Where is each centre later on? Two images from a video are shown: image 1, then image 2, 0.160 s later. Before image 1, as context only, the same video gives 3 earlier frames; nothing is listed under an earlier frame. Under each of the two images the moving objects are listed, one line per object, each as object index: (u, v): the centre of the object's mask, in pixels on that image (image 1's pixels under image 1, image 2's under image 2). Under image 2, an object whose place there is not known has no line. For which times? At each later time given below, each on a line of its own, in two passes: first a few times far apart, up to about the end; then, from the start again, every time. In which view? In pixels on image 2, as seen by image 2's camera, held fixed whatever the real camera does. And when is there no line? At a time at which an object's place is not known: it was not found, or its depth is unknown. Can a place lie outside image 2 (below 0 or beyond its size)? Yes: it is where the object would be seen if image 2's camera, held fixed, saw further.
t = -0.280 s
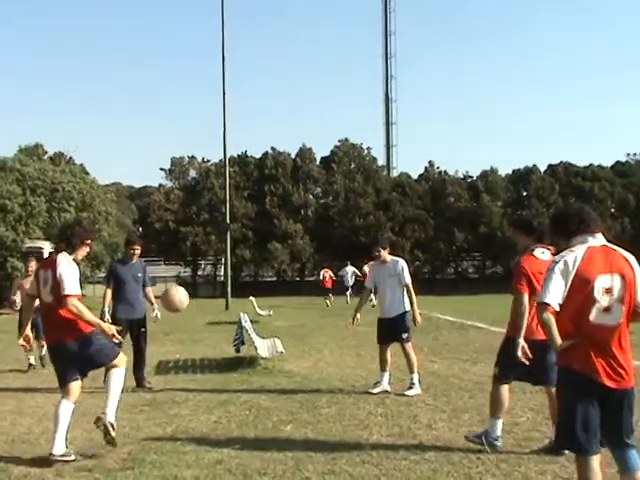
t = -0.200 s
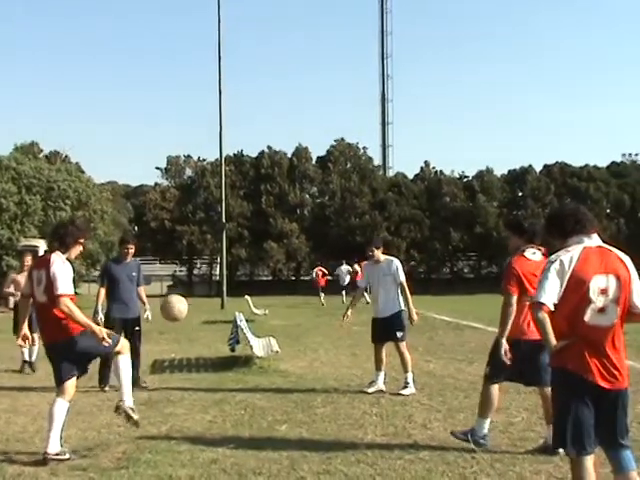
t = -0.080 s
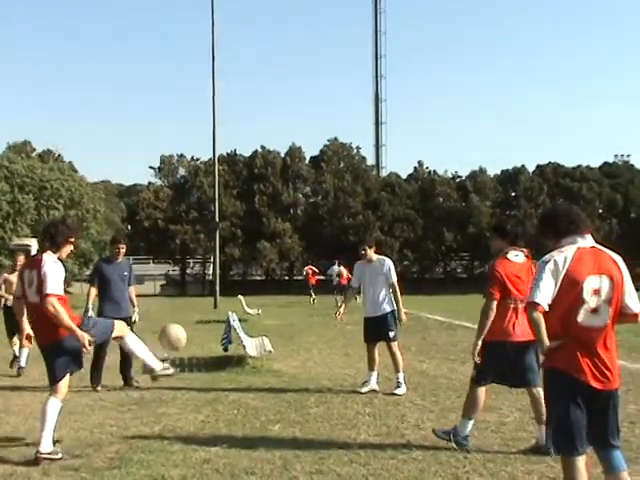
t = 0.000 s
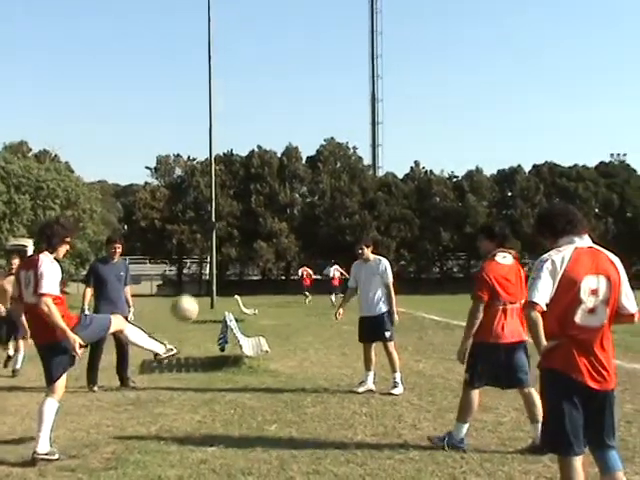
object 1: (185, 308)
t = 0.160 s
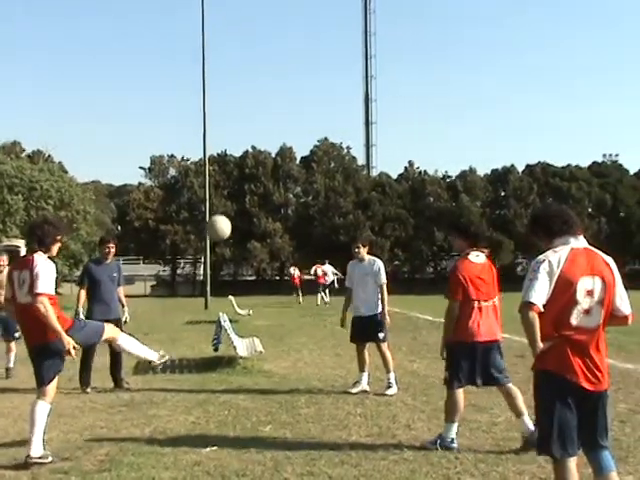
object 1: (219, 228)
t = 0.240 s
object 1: (236, 201)
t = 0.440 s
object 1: (281, 167)
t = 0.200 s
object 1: (226, 213)
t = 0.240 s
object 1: (236, 201)
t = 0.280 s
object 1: (245, 190)
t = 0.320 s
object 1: (254, 181)
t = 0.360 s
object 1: (263, 174)
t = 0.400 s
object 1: (272, 170)
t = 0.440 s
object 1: (281, 167)
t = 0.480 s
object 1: (287, 165)
